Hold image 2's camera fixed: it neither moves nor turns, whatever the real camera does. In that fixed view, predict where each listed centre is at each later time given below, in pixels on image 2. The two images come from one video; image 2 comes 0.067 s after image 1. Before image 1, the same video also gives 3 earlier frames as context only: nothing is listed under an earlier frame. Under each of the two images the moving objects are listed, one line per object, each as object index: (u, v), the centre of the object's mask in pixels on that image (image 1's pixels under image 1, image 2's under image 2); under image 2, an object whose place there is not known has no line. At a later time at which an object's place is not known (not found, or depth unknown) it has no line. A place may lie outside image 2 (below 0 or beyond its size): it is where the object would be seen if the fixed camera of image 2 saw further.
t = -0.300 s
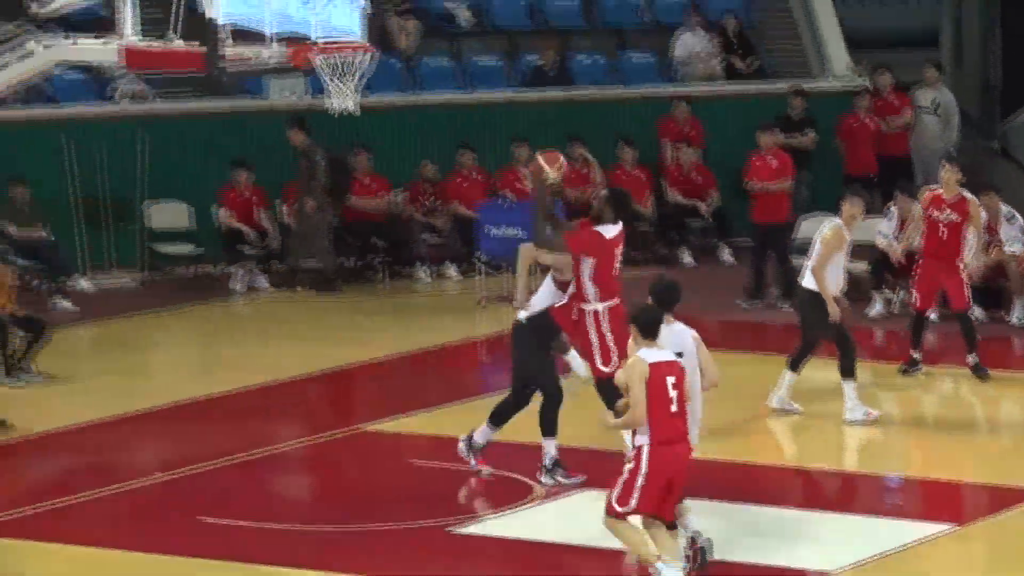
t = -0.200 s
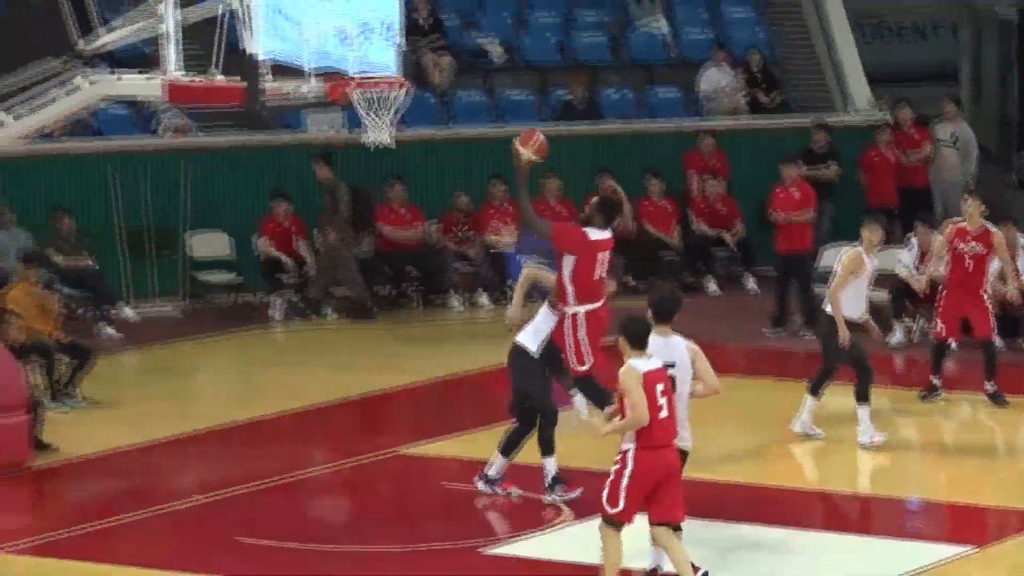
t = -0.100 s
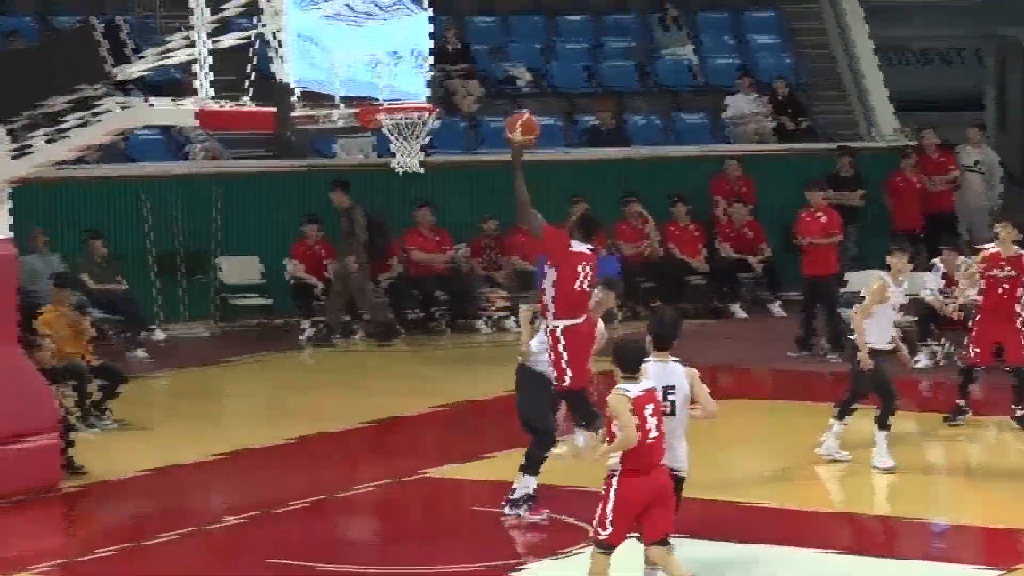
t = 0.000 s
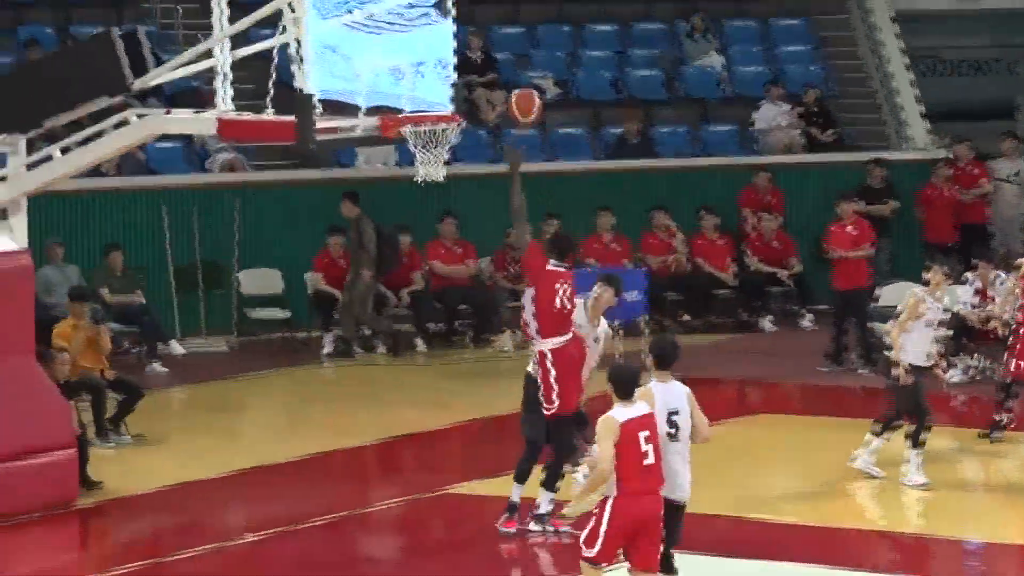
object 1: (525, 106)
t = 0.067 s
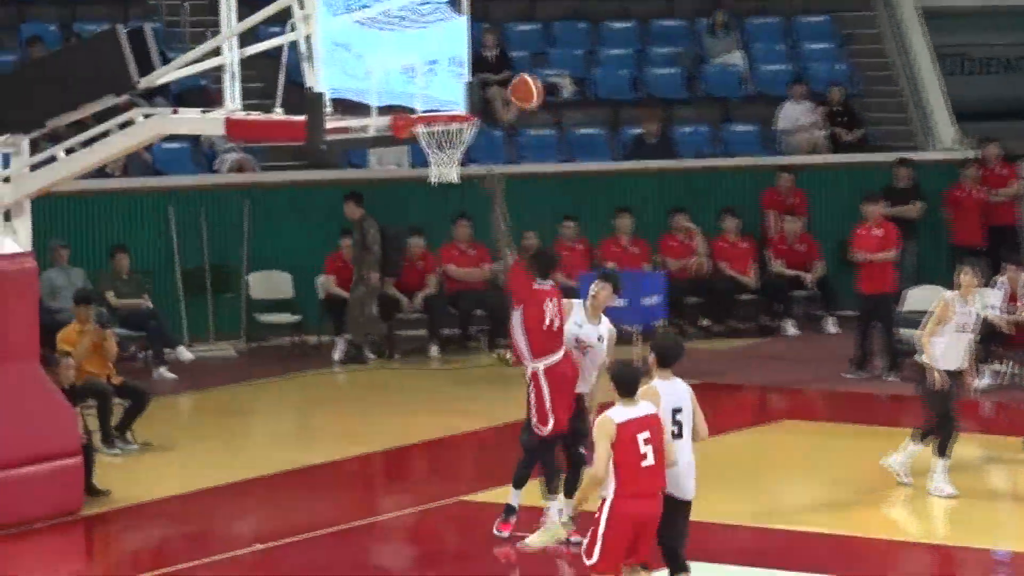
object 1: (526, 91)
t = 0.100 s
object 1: (519, 87)
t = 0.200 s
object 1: (492, 84)
